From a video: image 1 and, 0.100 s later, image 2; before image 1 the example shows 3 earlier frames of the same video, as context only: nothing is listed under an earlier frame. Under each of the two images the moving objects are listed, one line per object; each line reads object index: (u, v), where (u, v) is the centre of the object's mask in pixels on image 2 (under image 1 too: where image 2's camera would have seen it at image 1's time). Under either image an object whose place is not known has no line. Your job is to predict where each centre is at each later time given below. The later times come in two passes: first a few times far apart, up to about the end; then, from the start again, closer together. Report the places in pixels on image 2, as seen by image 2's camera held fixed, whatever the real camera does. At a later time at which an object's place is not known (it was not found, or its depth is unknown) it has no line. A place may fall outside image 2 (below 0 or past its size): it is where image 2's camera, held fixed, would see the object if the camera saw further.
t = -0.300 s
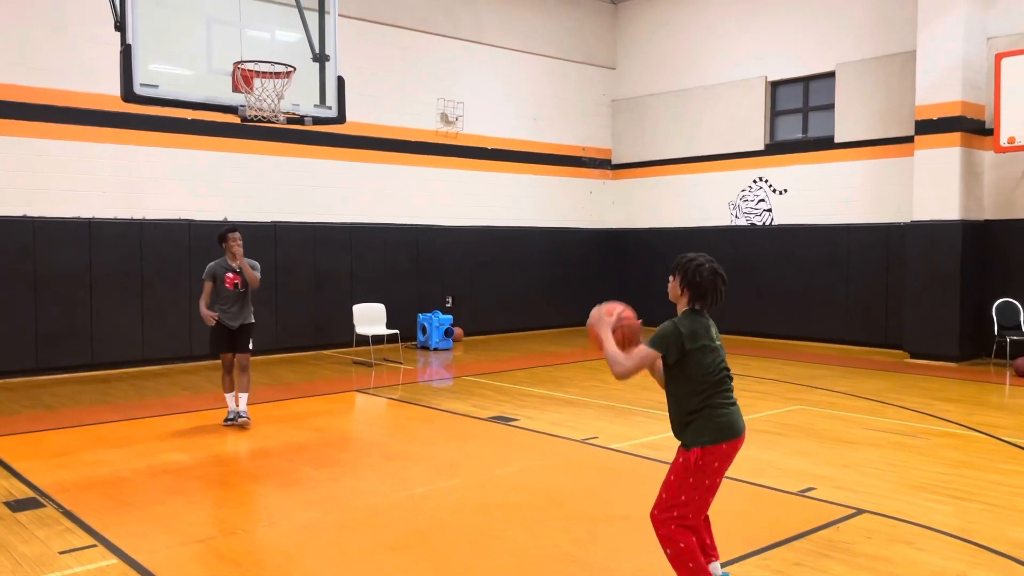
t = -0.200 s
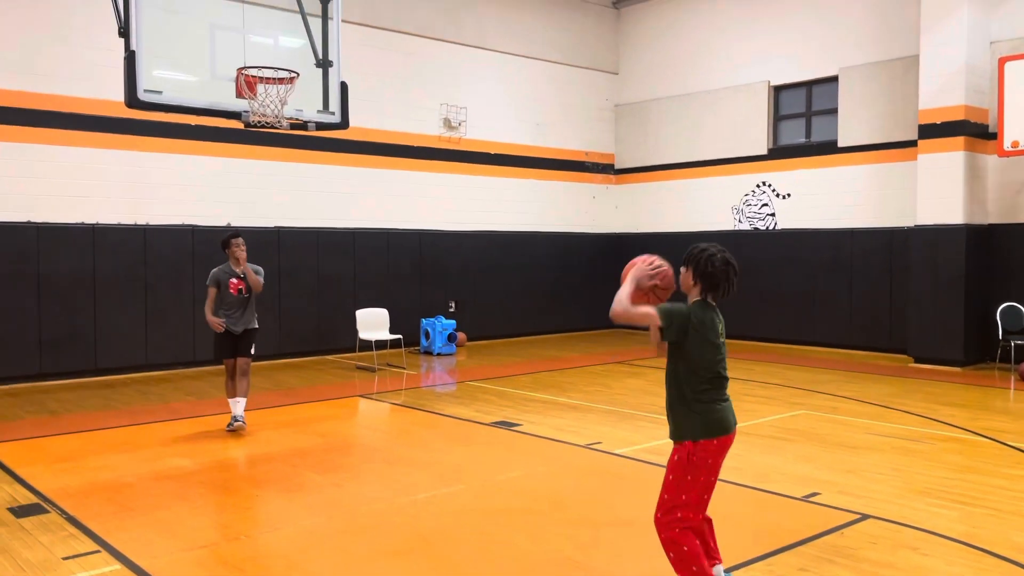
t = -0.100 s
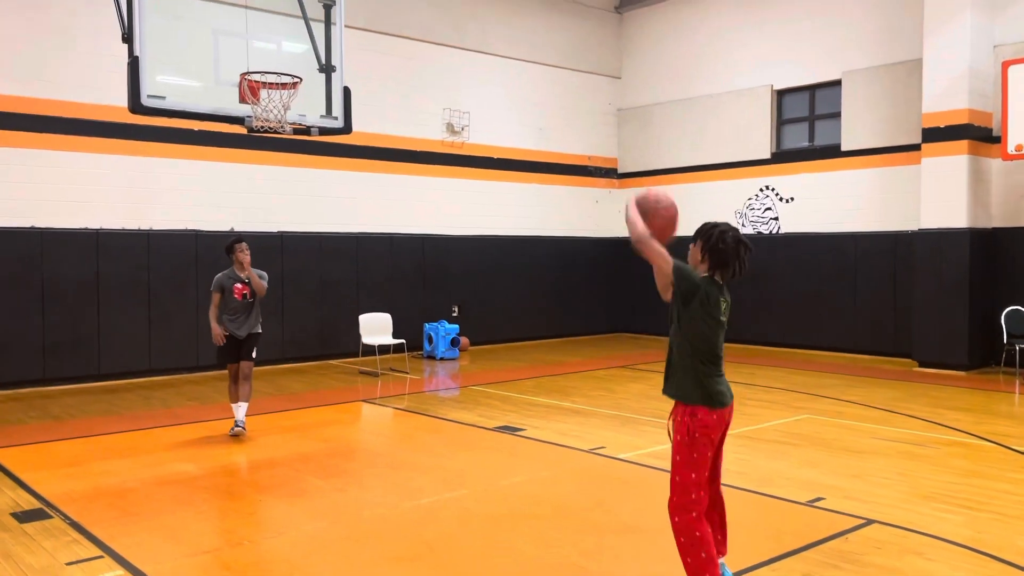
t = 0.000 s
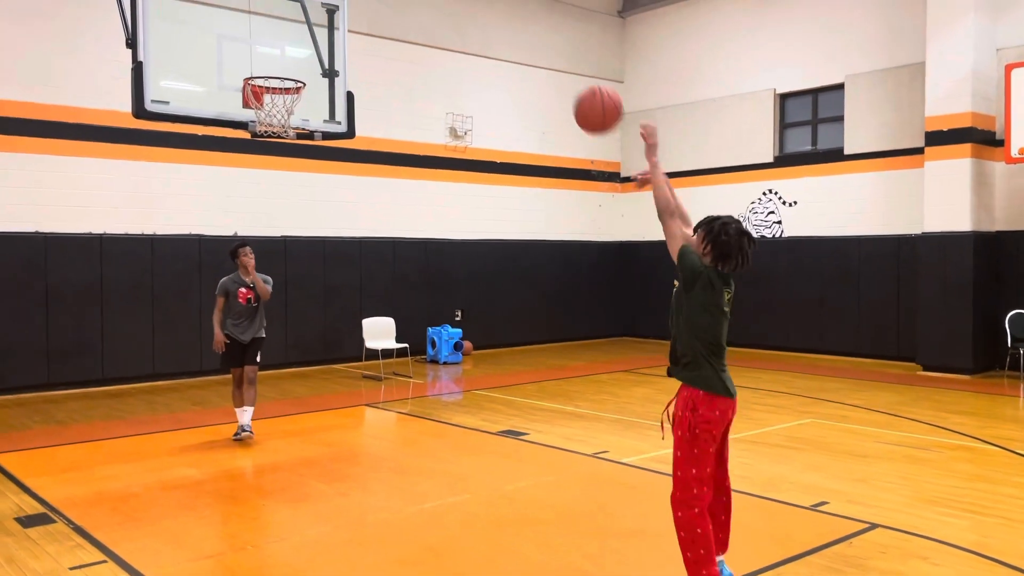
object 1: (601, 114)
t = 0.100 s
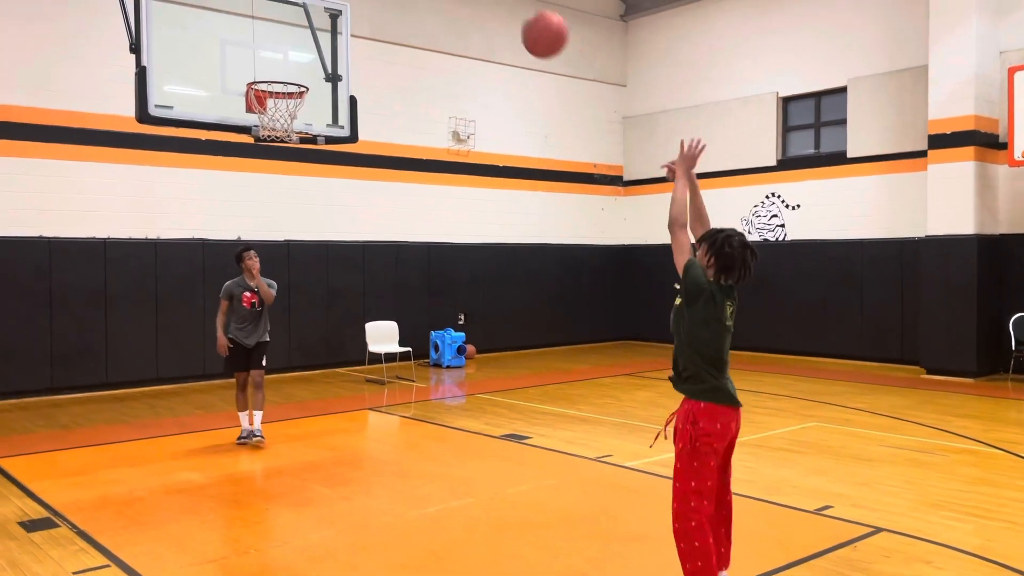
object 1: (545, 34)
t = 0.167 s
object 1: (511, 7)
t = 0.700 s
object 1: (321, 1)
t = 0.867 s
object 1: (282, 74)
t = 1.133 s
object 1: (271, 125)
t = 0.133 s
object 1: (527, 16)
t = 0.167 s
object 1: (511, 7)
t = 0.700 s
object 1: (321, 1)
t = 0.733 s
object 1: (313, 13)
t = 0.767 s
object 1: (304, 27)
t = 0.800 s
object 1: (296, 41)
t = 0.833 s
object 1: (289, 57)
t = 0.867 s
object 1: (282, 74)
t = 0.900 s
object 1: (279, 80)
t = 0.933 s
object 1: (278, 82)
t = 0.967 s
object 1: (277, 84)
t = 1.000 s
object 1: (276, 89)
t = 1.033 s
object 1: (274, 96)
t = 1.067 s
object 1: (273, 103)
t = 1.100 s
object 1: (272, 113)
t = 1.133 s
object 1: (271, 125)
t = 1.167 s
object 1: (269, 140)
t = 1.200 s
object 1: (269, 155)
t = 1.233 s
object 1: (267, 173)
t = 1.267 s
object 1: (266, 195)
